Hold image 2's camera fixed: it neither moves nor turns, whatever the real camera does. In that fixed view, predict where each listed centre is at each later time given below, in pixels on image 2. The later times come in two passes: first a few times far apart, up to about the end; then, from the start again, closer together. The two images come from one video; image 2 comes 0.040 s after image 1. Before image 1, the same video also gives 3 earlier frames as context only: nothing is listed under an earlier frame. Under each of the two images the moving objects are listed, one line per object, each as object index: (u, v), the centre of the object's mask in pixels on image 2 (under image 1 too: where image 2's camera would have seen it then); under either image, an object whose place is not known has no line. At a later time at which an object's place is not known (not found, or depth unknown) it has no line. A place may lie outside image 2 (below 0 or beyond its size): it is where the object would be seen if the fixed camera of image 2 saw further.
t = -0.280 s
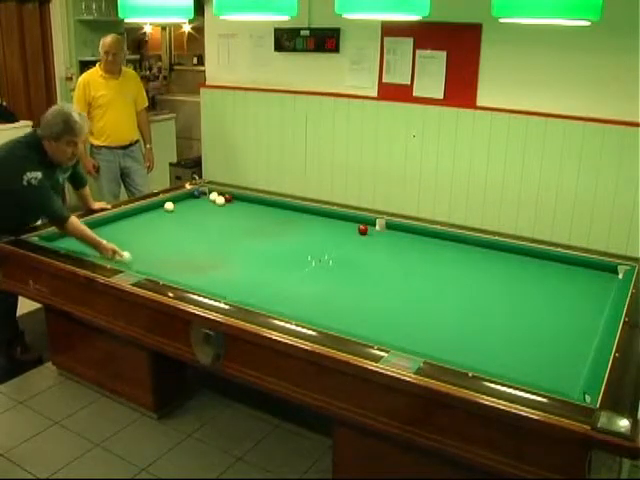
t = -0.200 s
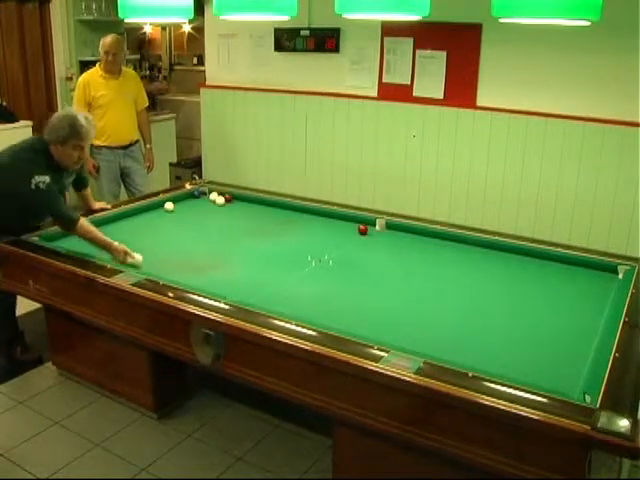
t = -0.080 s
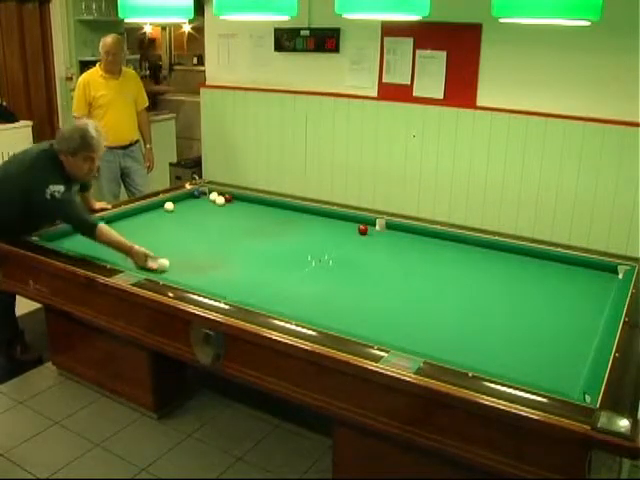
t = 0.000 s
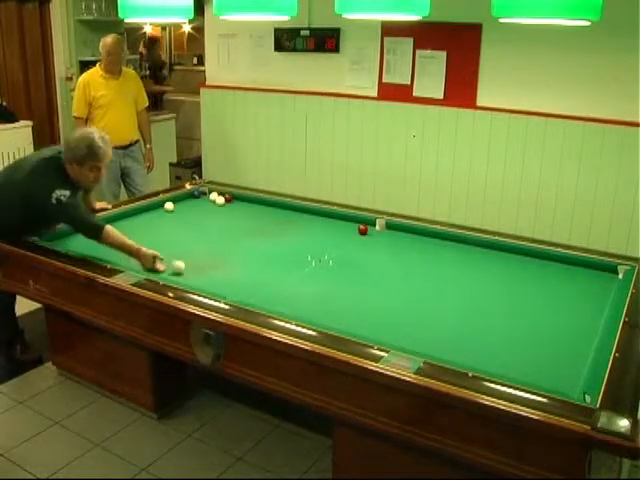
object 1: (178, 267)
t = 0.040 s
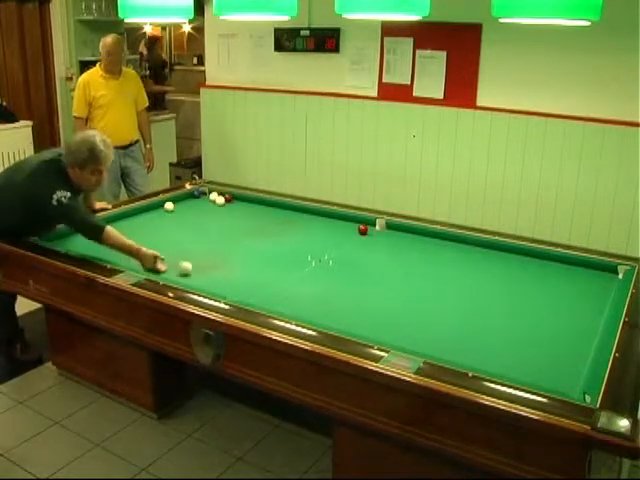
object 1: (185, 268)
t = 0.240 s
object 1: (224, 273)
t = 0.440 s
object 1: (264, 279)
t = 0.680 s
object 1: (314, 286)
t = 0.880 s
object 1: (358, 292)
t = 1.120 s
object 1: (410, 298)
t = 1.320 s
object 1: (455, 304)
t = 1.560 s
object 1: (509, 311)
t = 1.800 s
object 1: (564, 318)
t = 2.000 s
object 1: (592, 320)
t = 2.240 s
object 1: (560, 309)
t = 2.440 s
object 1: (536, 301)
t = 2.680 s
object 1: (510, 292)
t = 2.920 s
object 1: (485, 284)
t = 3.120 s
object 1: (466, 277)
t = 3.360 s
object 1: (444, 270)
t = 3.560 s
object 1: (427, 264)
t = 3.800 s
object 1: (408, 257)
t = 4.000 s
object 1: (393, 253)
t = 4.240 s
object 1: (377, 247)
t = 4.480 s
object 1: (361, 242)
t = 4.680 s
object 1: (349, 238)
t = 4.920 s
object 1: (335, 233)
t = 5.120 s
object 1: (325, 230)
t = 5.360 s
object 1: (312, 226)
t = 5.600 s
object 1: (301, 222)
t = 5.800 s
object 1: (292, 219)
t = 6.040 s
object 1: (282, 215)
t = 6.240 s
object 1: (274, 213)
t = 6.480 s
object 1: (265, 210)
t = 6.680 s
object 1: (258, 208)
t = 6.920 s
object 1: (250, 205)
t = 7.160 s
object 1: (243, 203)
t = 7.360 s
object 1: (237, 201)
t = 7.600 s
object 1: (231, 199)
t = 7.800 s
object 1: (229, 199)
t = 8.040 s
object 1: (228, 198)
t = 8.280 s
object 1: (227, 198)
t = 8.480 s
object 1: (226, 197)
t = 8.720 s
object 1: (224, 197)
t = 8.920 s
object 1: (224, 197)
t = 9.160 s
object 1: (224, 196)
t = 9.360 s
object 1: (223, 196)
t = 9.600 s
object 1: (223, 196)
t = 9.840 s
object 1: (223, 196)
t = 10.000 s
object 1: (223, 196)
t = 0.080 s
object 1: (193, 269)
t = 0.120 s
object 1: (200, 270)
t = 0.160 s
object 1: (208, 271)
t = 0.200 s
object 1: (216, 272)
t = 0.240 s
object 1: (224, 273)
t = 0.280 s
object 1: (232, 274)
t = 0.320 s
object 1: (240, 275)
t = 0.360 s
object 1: (248, 277)
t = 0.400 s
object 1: (256, 278)
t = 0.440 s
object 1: (264, 279)
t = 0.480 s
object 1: (273, 280)
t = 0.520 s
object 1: (281, 281)
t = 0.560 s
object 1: (289, 282)
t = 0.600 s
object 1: (297, 283)
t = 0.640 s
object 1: (306, 285)
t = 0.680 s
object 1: (314, 286)
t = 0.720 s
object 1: (323, 287)
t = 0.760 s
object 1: (332, 288)
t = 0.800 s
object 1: (340, 289)
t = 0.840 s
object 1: (349, 290)
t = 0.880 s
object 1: (358, 292)
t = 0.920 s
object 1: (366, 292)
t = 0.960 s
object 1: (375, 294)
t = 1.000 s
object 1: (384, 295)
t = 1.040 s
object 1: (393, 296)
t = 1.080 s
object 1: (401, 297)
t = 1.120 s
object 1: (410, 298)
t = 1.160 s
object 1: (420, 300)
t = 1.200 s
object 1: (428, 301)
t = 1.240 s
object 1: (437, 302)
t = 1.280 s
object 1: (446, 303)
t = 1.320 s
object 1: (455, 304)
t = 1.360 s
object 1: (464, 305)
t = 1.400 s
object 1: (473, 307)
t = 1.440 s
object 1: (482, 308)
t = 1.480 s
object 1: (491, 309)
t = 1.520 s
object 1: (500, 310)
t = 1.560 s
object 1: (509, 311)
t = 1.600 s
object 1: (519, 312)
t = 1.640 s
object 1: (528, 314)
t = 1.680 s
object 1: (536, 315)
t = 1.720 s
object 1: (546, 316)
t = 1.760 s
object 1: (555, 317)
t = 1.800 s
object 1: (564, 318)
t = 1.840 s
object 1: (573, 319)
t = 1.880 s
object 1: (583, 321)
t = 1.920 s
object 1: (592, 322)
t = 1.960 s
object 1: (598, 322)
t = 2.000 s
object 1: (592, 320)
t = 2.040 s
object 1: (586, 318)
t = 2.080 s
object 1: (581, 316)
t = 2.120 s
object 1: (576, 315)
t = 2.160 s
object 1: (570, 312)
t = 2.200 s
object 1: (565, 311)
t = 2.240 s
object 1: (560, 309)
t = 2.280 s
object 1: (555, 308)
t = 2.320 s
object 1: (550, 306)
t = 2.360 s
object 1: (545, 304)
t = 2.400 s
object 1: (541, 303)
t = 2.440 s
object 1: (536, 301)
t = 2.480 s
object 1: (532, 300)
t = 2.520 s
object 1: (527, 298)
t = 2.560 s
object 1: (523, 297)
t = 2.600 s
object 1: (518, 295)
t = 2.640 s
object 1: (514, 293)
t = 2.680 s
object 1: (510, 292)
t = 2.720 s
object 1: (505, 291)
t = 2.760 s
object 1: (501, 289)
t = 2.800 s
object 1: (497, 288)
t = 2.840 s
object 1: (493, 286)
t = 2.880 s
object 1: (489, 285)
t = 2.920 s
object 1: (485, 284)
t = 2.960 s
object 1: (481, 282)
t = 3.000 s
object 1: (477, 281)
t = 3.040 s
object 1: (473, 280)
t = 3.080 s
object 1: (470, 279)
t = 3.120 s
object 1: (466, 277)
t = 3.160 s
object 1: (462, 276)
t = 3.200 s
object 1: (458, 274)
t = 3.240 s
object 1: (455, 273)
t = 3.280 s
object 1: (451, 272)
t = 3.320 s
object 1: (447, 271)
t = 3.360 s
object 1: (444, 270)
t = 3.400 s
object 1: (441, 268)
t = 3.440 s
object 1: (437, 267)
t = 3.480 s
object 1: (434, 266)
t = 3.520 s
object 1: (431, 265)
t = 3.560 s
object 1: (427, 264)
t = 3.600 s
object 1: (424, 263)
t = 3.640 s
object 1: (421, 262)
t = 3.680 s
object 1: (417, 261)
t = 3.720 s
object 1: (414, 260)
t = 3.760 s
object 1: (412, 259)
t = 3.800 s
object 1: (408, 257)
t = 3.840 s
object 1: (405, 256)
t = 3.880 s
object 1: (402, 255)
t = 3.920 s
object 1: (399, 254)
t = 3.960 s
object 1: (396, 254)
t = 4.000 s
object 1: (393, 253)
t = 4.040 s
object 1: (390, 252)
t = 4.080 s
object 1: (388, 250)
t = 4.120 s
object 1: (385, 250)
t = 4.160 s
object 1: (382, 248)
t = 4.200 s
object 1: (380, 248)
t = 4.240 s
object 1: (377, 247)
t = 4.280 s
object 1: (374, 246)
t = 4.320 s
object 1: (371, 245)
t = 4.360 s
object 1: (369, 245)
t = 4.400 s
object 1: (366, 243)
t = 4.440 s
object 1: (364, 243)
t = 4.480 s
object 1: (361, 242)
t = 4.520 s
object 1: (359, 241)
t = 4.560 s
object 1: (356, 240)
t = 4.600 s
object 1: (354, 239)
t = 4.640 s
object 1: (352, 239)
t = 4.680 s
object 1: (349, 238)
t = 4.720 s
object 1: (346, 237)
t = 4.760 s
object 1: (344, 236)
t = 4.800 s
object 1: (342, 235)
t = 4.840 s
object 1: (339, 235)
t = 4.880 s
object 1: (337, 234)
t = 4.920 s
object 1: (335, 233)
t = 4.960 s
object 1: (333, 232)
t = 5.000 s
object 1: (330, 232)
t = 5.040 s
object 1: (328, 231)
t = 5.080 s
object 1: (326, 230)
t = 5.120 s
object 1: (325, 230)
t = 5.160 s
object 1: (322, 229)
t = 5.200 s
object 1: (320, 228)
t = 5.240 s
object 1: (318, 228)
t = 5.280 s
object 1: (316, 227)
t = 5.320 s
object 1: (314, 226)
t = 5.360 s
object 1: (312, 226)
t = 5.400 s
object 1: (310, 225)
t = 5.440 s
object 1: (308, 224)
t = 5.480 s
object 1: (306, 224)
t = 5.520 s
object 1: (304, 223)
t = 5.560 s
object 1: (303, 222)
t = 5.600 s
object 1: (301, 222)
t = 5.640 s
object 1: (299, 221)
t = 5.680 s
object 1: (297, 221)
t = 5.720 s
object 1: (295, 220)
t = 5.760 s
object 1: (293, 220)
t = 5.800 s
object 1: (292, 219)
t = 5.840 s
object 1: (290, 218)
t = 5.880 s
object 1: (289, 218)
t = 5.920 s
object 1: (287, 217)
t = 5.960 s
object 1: (285, 217)
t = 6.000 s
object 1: (283, 216)
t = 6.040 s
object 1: (282, 215)
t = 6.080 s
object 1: (280, 215)
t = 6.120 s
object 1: (278, 214)
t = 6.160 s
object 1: (277, 214)
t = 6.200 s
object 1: (276, 214)
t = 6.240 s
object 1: (274, 213)
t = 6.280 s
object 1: (272, 213)
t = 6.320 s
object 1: (271, 212)
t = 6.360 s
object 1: (269, 212)
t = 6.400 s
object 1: (268, 211)
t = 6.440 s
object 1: (266, 211)
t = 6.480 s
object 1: (265, 210)
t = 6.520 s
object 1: (264, 210)
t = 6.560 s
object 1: (262, 209)
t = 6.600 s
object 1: (261, 209)
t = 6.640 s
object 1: (260, 208)
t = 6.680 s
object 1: (258, 208)
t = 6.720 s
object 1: (257, 208)
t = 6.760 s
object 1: (256, 207)
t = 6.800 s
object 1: (254, 206)
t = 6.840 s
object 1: (253, 206)
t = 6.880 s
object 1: (251, 205)
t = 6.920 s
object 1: (250, 205)
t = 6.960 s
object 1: (249, 204)
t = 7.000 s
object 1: (248, 204)
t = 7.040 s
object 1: (246, 204)
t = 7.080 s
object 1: (245, 203)
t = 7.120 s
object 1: (244, 203)
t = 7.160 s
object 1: (243, 203)
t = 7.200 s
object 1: (241, 202)
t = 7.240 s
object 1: (240, 202)
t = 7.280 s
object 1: (239, 201)
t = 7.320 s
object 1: (238, 201)
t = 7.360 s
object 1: (237, 201)
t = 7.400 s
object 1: (236, 200)
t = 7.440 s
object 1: (235, 200)
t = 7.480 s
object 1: (233, 200)
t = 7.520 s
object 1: (232, 200)
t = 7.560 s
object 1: (232, 199)
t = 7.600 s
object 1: (231, 199)
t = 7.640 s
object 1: (231, 199)
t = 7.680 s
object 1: (231, 199)
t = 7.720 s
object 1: (230, 199)
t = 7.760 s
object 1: (230, 199)
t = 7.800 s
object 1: (229, 199)
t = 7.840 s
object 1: (229, 199)
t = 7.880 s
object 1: (229, 198)
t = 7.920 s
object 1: (229, 198)
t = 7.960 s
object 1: (228, 198)
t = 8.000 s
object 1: (228, 198)
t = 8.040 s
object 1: (228, 198)
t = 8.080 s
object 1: (228, 198)
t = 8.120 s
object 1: (227, 198)
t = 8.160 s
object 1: (227, 198)
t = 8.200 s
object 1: (227, 198)
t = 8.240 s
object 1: (227, 198)
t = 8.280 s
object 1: (227, 198)
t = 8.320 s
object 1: (227, 198)
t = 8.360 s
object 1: (226, 198)
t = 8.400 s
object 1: (226, 197)
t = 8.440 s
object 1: (226, 197)
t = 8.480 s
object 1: (226, 197)
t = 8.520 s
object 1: (225, 197)
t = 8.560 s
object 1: (225, 197)
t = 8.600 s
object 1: (225, 197)
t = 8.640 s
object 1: (225, 197)
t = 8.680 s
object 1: (224, 197)
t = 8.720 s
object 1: (224, 197)
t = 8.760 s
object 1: (224, 197)
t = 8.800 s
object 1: (224, 197)
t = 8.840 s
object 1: (224, 197)
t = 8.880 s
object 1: (224, 197)
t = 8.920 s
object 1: (224, 197)
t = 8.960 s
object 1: (224, 197)
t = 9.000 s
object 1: (224, 197)
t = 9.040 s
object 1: (223, 196)
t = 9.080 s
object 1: (223, 196)
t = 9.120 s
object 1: (223, 196)
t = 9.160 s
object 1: (224, 196)
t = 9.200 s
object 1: (223, 196)
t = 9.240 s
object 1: (223, 196)
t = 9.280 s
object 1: (223, 196)
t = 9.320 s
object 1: (223, 196)
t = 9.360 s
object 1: (223, 196)
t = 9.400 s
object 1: (223, 196)
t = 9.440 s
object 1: (223, 196)
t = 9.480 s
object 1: (223, 196)
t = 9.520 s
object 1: (223, 196)
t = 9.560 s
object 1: (223, 196)
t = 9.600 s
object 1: (223, 196)
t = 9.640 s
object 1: (223, 196)
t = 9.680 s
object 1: (223, 196)
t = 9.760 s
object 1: (223, 196)
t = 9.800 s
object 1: (223, 196)
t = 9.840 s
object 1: (223, 196)
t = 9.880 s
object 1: (223, 196)
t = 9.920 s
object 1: (223, 196)
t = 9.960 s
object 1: (223, 196)
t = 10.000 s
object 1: (223, 196)
